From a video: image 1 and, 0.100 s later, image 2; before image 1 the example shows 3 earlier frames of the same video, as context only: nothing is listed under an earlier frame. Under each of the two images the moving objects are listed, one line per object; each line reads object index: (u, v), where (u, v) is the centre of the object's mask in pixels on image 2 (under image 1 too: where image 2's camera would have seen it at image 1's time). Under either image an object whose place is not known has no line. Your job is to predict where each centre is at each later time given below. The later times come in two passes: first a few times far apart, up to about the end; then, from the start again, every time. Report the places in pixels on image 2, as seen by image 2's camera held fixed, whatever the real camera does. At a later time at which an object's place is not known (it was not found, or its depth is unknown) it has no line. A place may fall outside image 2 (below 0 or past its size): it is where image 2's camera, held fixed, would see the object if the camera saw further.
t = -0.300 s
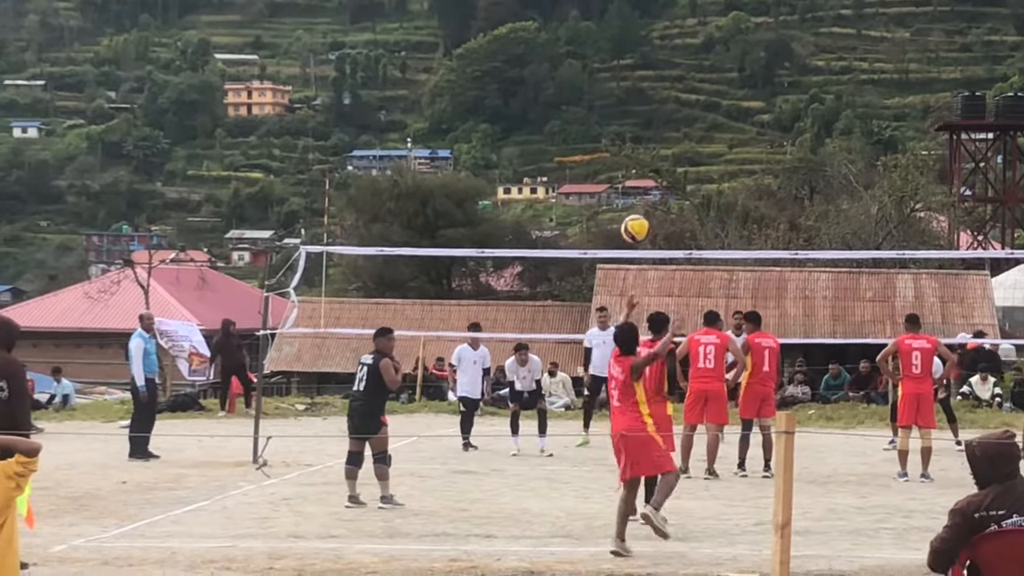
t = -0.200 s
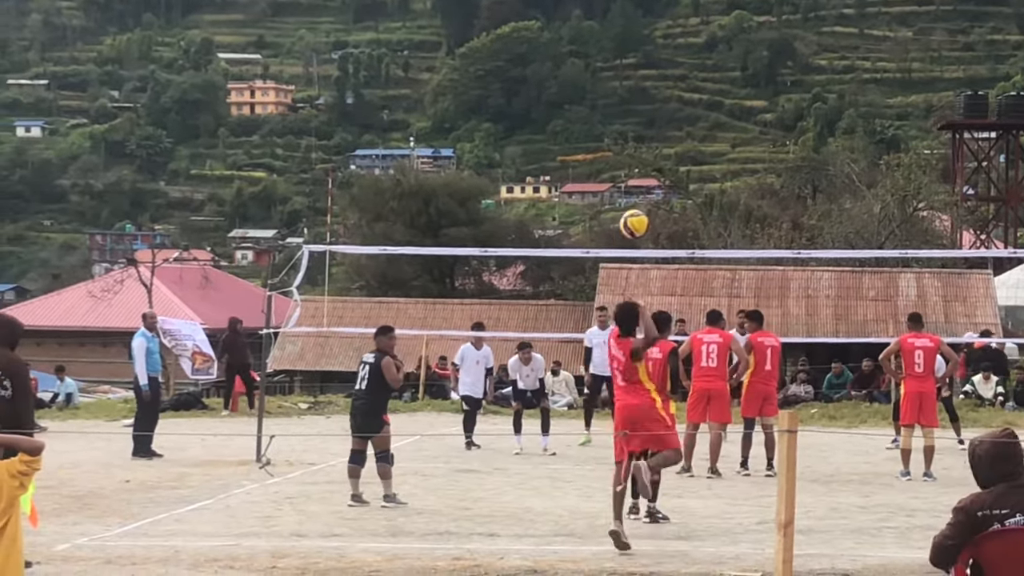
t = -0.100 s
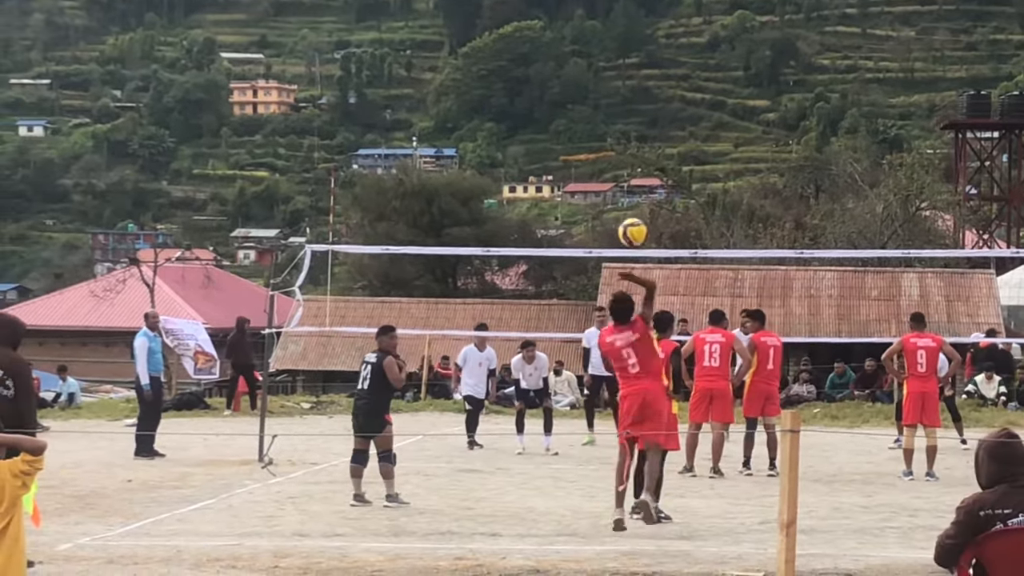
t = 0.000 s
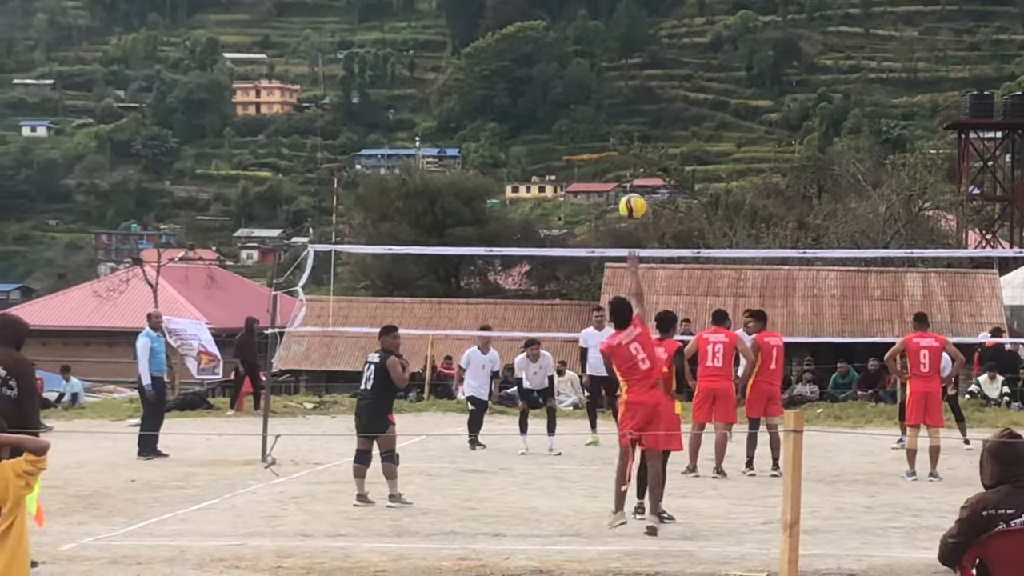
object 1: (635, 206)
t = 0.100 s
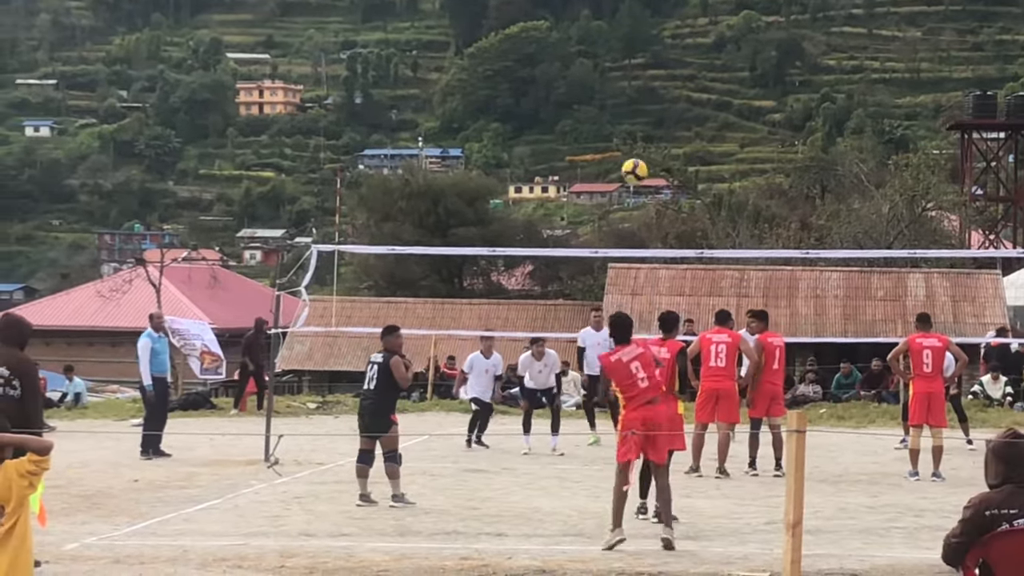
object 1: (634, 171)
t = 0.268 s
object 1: (637, 145)
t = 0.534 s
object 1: (633, 176)
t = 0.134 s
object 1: (635, 163)
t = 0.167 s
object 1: (636, 156)
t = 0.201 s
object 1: (636, 151)
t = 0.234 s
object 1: (636, 146)
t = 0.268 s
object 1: (637, 145)
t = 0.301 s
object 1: (636, 146)
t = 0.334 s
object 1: (636, 147)
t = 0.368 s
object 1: (635, 149)
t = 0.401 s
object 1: (635, 153)
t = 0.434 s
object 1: (635, 157)
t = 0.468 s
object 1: (634, 163)
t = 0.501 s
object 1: (634, 169)
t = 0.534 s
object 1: (633, 176)
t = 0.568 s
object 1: (633, 184)
